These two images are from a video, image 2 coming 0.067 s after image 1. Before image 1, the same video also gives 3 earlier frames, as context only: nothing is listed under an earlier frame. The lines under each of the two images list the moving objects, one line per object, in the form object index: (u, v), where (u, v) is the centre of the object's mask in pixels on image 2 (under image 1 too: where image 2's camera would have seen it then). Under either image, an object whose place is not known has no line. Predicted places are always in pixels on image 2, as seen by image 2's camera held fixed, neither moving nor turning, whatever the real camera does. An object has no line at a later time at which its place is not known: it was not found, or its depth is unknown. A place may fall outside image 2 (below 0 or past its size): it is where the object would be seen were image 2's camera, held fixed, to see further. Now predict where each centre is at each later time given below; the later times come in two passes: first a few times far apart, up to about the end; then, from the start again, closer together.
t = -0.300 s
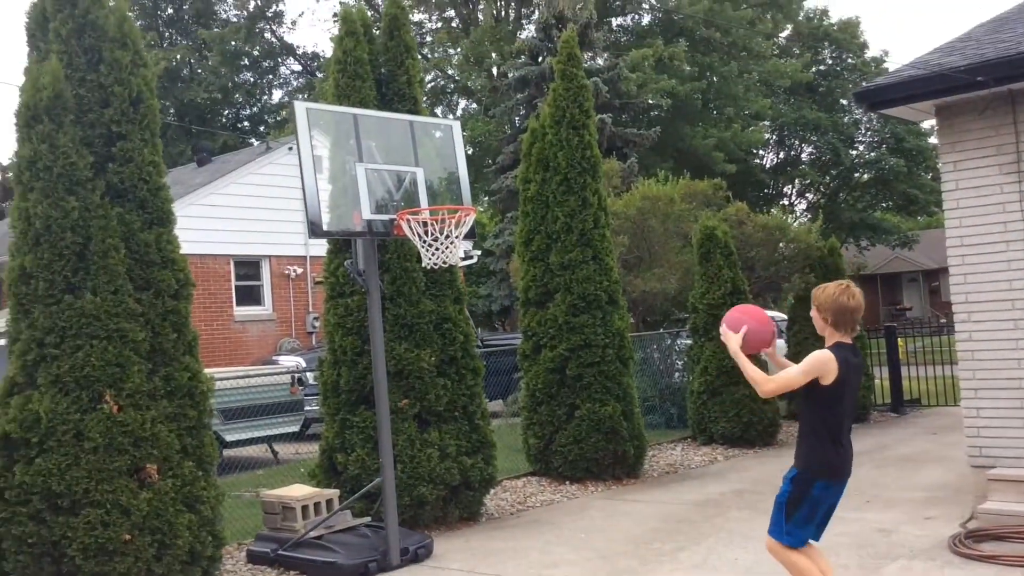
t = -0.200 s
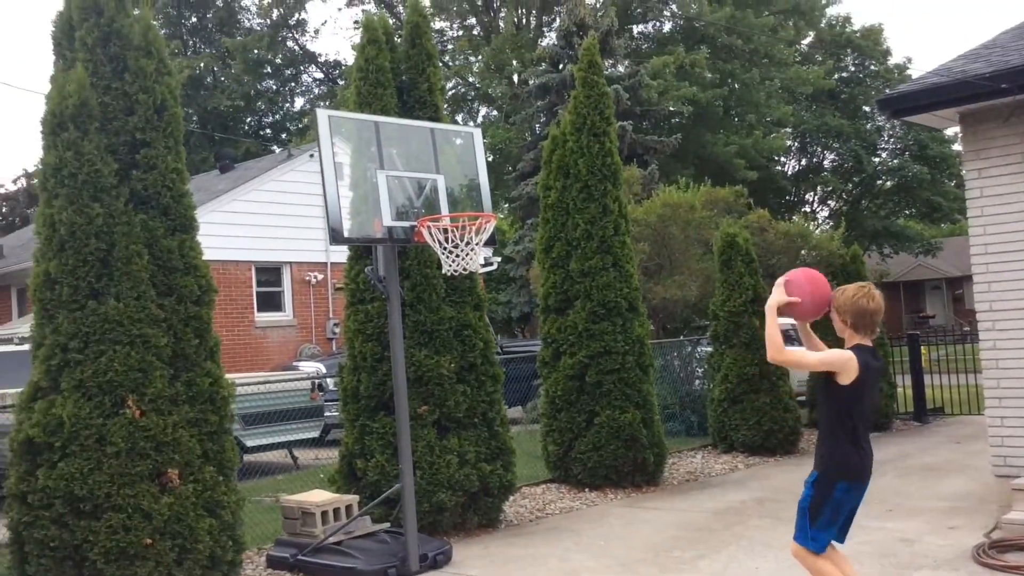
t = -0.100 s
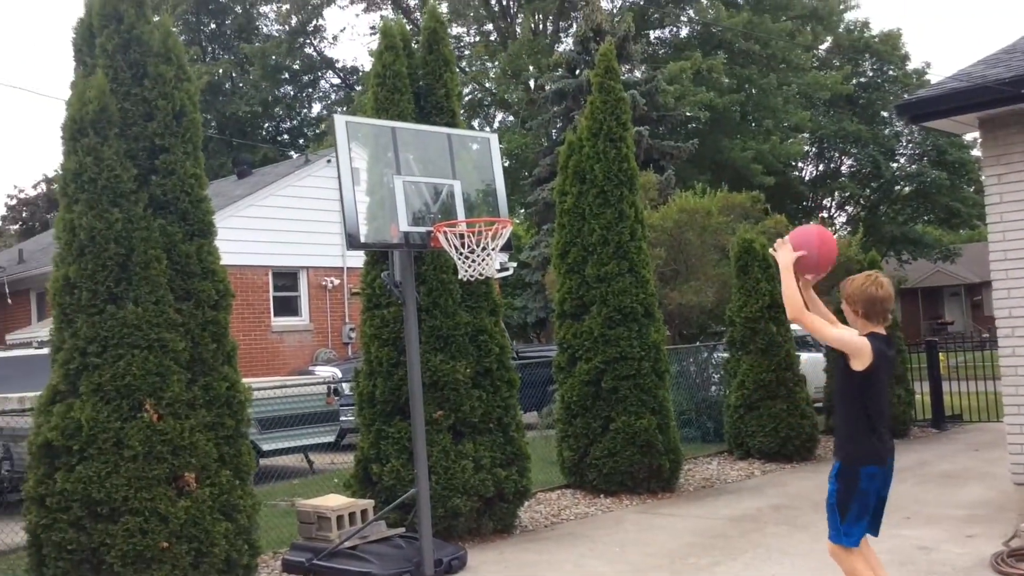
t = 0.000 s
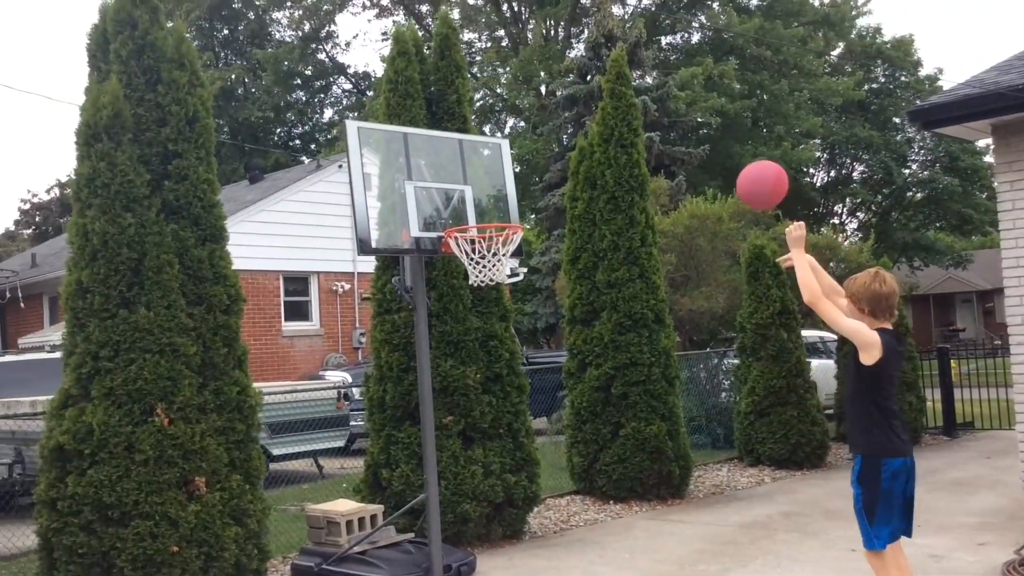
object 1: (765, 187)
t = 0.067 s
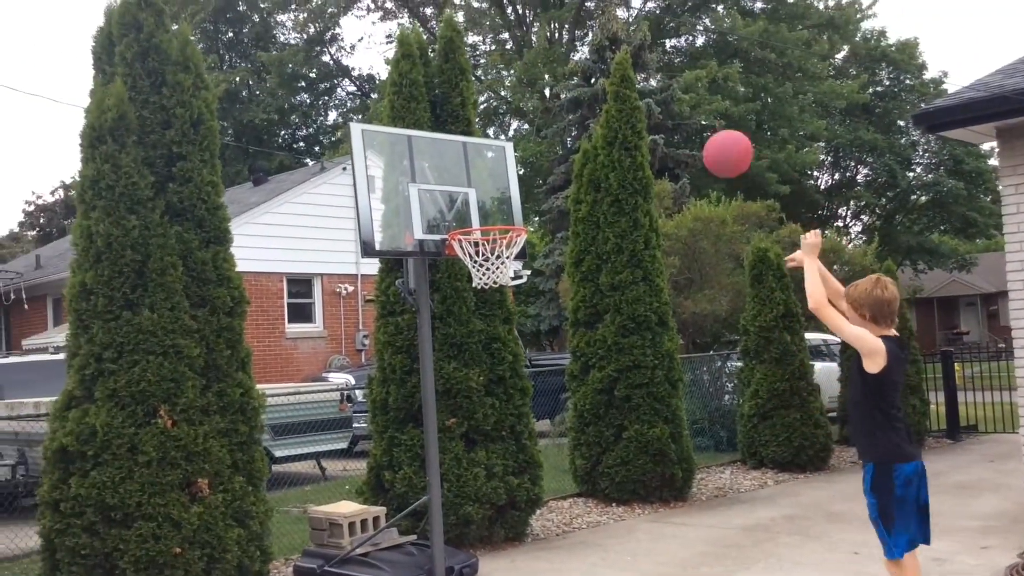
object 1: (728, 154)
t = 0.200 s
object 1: (660, 116)
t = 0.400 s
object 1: (575, 124)
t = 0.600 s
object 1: (503, 194)
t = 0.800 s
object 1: (488, 271)
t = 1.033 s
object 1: (511, 328)
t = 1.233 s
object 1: (542, 458)
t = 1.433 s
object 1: (574, 549)
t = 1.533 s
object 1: (585, 482)
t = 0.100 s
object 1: (710, 141)
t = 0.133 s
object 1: (693, 130)
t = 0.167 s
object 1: (676, 122)
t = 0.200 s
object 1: (660, 116)
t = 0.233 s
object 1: (645, 113)
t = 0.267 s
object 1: (630, 111)
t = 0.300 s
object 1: (615, 111)
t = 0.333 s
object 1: (601, 114)
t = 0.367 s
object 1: (588, 117)
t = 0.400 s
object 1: (575, 124)
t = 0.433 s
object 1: (562, 131)
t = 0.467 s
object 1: (550, 141)
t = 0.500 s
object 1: (538, 152)
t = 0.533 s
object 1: (526, 164)
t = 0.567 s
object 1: (515, 178)
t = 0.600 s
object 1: (503, 194)
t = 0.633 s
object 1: (493, 210)
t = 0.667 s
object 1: (484, 231)
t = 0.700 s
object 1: (478, 245)
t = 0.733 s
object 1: (475, 254)
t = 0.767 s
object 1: (478, 265)
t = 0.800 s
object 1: (488, 271)
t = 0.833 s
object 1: (490, 275)
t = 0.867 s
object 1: (490, 278)
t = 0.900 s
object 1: (493, 283)
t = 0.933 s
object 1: (498, 295)
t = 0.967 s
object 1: (502, 302)
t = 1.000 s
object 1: (506, 314)
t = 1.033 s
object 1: (511, 328)
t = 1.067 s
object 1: (516, 344)
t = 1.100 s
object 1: (521, 362)
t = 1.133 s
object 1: (526, 383)
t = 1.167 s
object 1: (531, 406)
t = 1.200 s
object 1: (536, 431)
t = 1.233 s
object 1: (542, 458)
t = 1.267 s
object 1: (548, 487)
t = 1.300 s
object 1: (554, 519)
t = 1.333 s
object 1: (559, 546)
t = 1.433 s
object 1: (574, 549)
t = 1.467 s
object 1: (578, 527)
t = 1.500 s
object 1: (582, 503)
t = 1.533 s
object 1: (585, 482)
